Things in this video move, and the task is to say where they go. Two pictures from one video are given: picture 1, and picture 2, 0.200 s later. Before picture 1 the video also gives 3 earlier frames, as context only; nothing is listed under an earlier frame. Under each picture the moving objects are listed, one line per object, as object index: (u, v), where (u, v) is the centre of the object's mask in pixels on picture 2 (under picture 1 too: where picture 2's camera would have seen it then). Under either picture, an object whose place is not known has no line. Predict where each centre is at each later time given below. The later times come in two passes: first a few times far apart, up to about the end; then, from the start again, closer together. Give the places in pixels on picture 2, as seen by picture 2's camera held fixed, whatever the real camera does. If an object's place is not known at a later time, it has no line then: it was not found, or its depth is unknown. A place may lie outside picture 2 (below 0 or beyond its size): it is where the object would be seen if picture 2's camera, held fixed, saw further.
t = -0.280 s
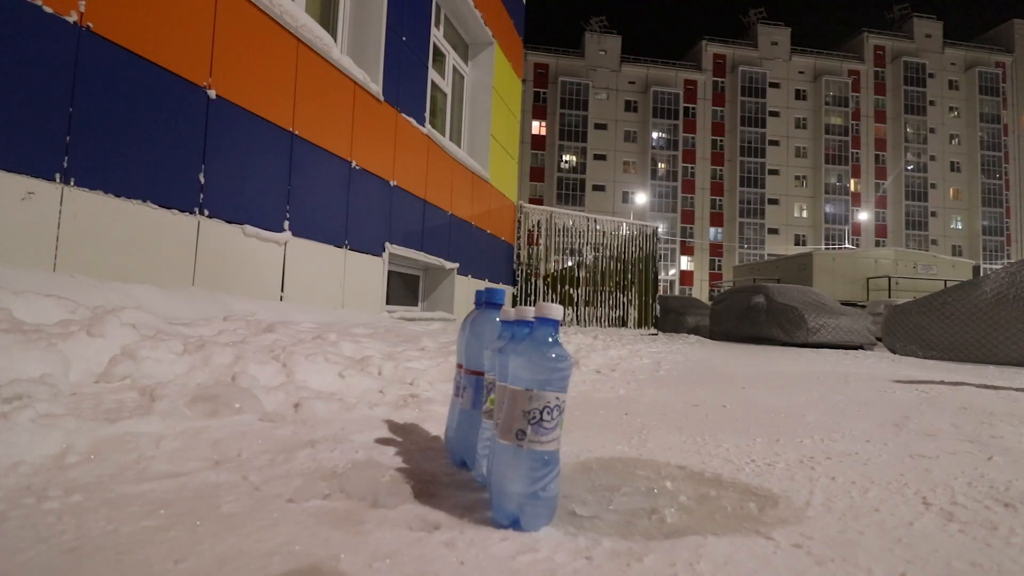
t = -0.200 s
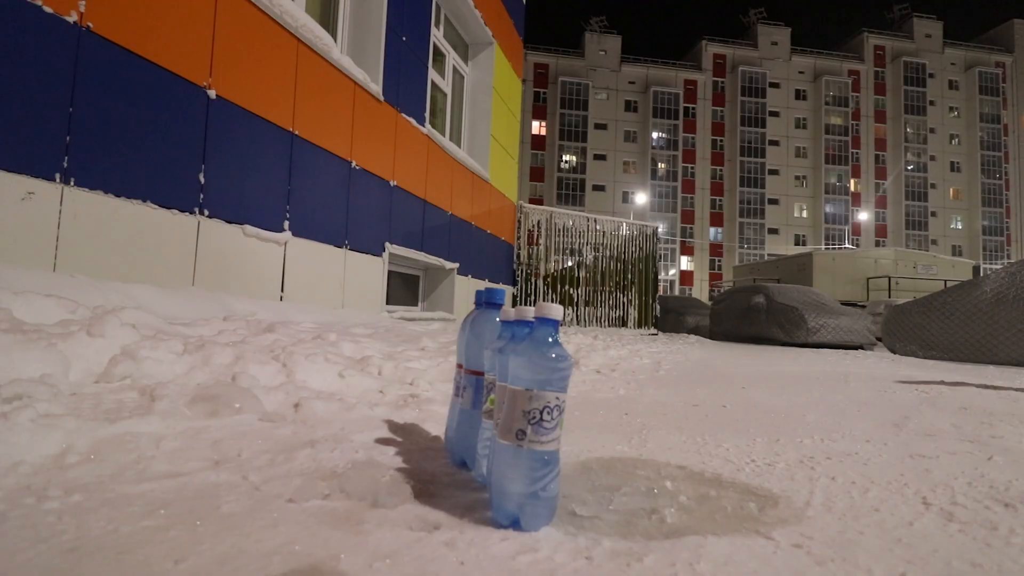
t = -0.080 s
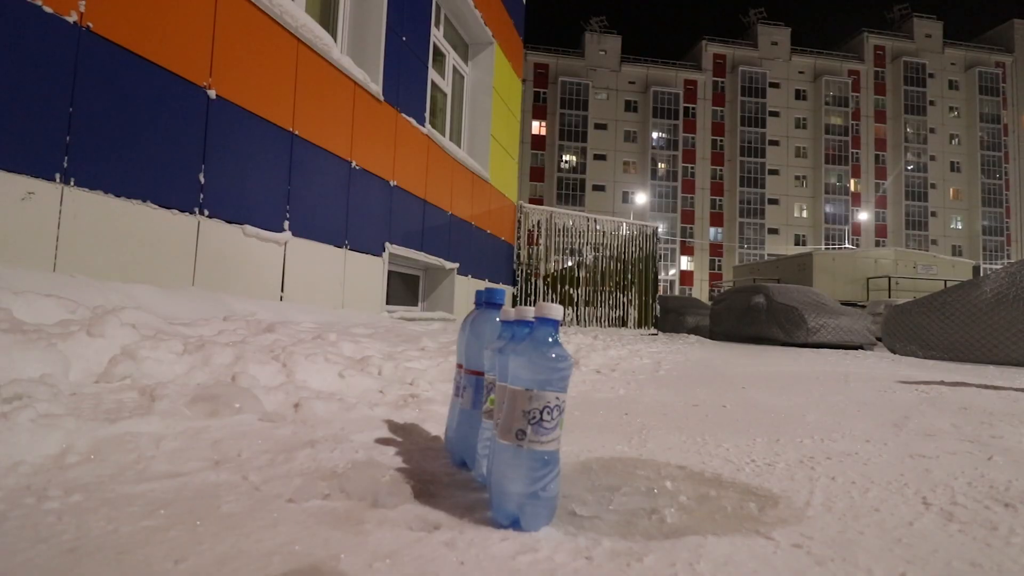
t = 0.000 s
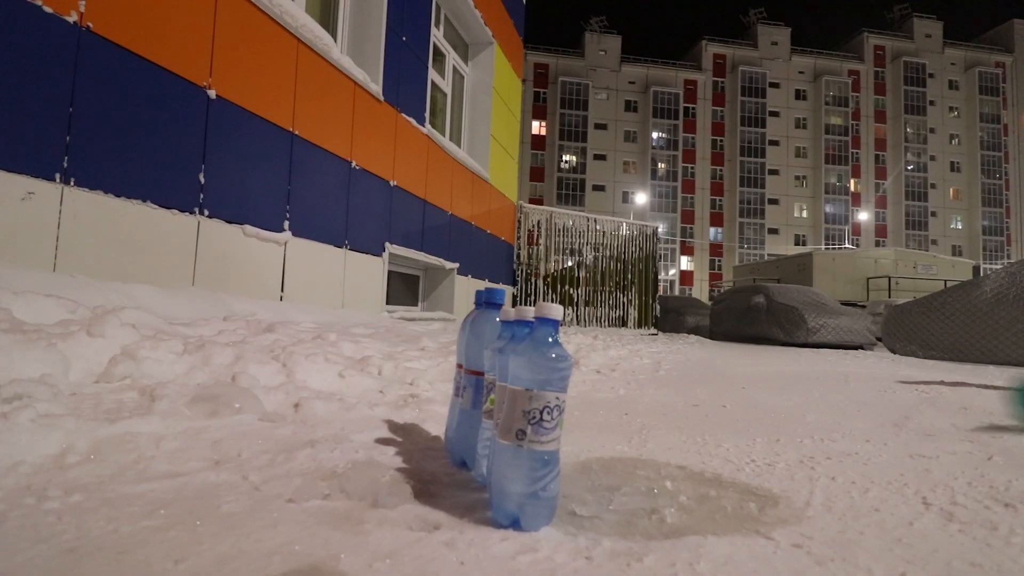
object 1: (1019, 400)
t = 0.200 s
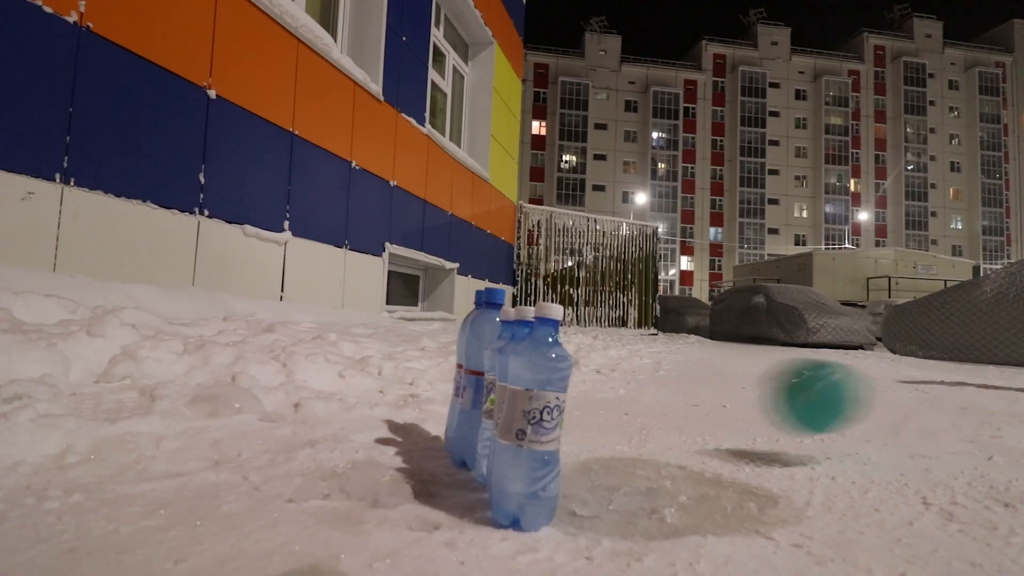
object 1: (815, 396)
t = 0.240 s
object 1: (758, 402)
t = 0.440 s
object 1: (475, 430)
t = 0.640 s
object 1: (384, 424)
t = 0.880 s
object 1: (284, 432)
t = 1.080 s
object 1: (213, 439)
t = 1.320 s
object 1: (164, 448)
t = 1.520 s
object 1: (156, 452)
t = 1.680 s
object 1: (157, 452)
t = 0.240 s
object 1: (758, 402)
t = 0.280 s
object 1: (695, 417)
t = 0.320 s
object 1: (628, 421)
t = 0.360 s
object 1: (582, 415)
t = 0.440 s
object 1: (475, 430)
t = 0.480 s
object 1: (462, 427)
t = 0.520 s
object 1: (446, 426)
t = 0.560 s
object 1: (428, 423)
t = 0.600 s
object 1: (404, 425)
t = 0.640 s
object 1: (384, 424)
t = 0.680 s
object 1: (366, 423)
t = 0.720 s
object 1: (349, 422)
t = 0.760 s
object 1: (332, 425)
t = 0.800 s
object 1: (315, 425)
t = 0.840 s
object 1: (301, 428)
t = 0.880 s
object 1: (284, 432)
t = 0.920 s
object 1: (266, 433)
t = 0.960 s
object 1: (252, 434)
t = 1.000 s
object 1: (238, 435)
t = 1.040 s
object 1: (225, 437)
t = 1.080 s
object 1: (213, 439)
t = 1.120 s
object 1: (202, 442)
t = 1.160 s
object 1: (191, 443)
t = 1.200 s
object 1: (180, 445)
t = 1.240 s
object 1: (173, 446)
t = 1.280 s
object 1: (168, 448)
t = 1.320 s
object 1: (164, 448)
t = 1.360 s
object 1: (161, 449)
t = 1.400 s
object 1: (160, 450)
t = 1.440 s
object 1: (159, 451)
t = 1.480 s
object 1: (157, 451)
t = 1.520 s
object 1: (156, 452)
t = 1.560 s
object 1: (156, 452)
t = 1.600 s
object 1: (157, 452)
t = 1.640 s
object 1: (157, 452)
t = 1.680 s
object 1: (157, 452)
